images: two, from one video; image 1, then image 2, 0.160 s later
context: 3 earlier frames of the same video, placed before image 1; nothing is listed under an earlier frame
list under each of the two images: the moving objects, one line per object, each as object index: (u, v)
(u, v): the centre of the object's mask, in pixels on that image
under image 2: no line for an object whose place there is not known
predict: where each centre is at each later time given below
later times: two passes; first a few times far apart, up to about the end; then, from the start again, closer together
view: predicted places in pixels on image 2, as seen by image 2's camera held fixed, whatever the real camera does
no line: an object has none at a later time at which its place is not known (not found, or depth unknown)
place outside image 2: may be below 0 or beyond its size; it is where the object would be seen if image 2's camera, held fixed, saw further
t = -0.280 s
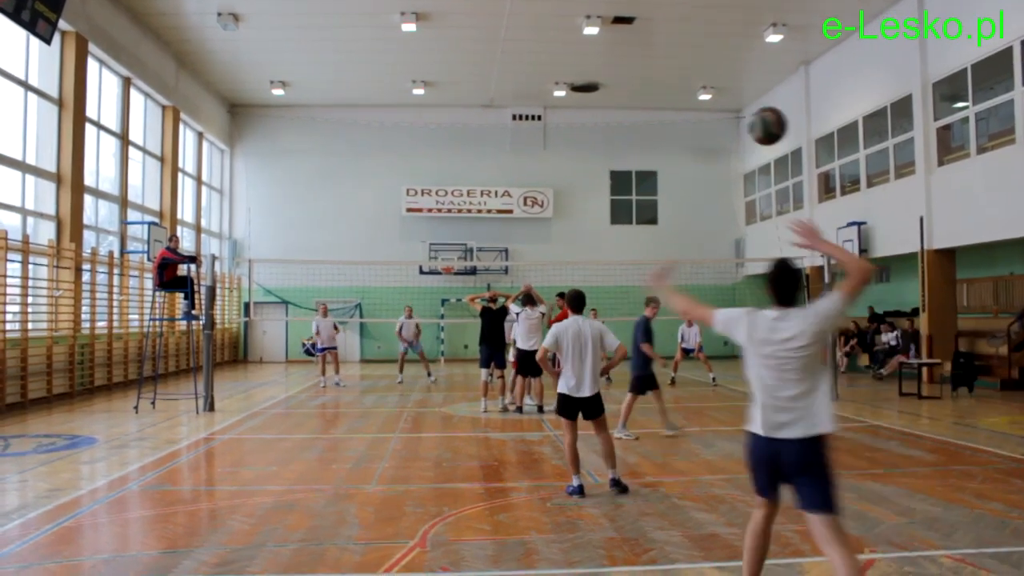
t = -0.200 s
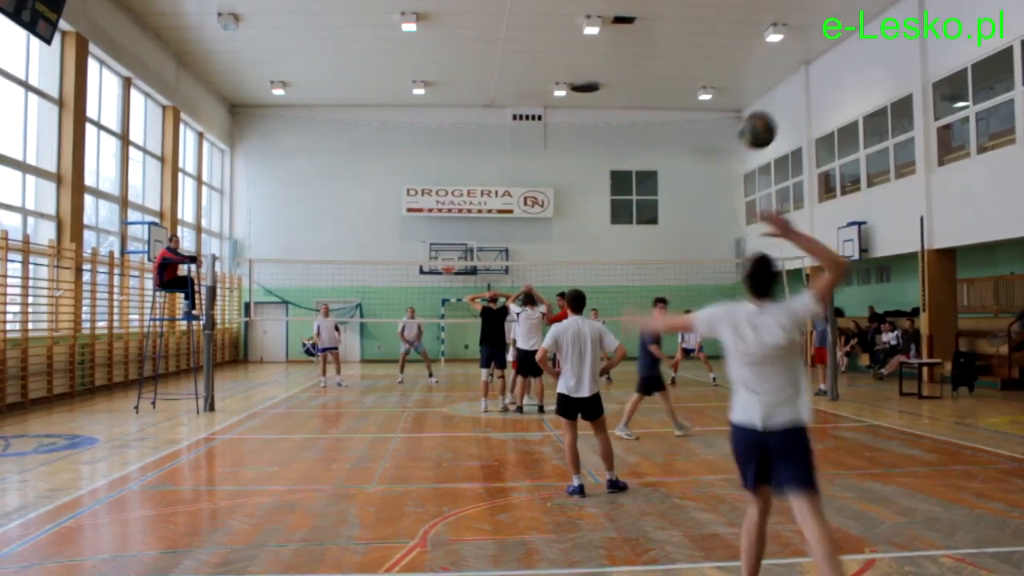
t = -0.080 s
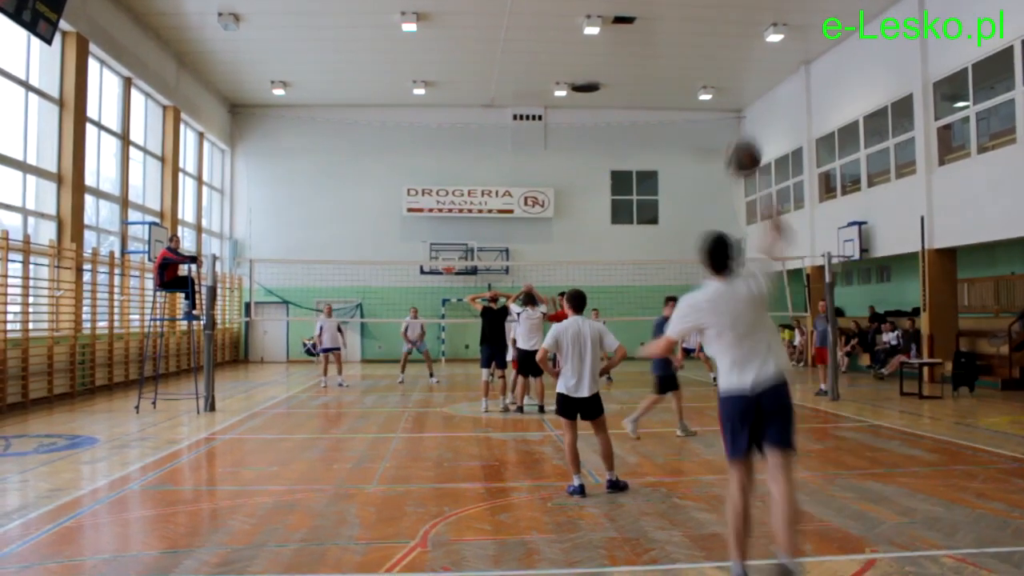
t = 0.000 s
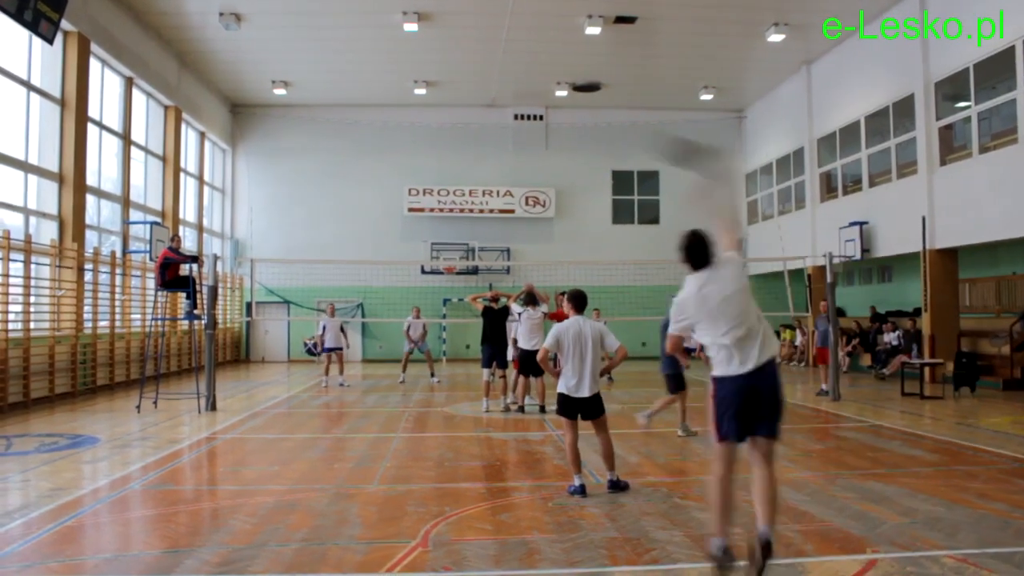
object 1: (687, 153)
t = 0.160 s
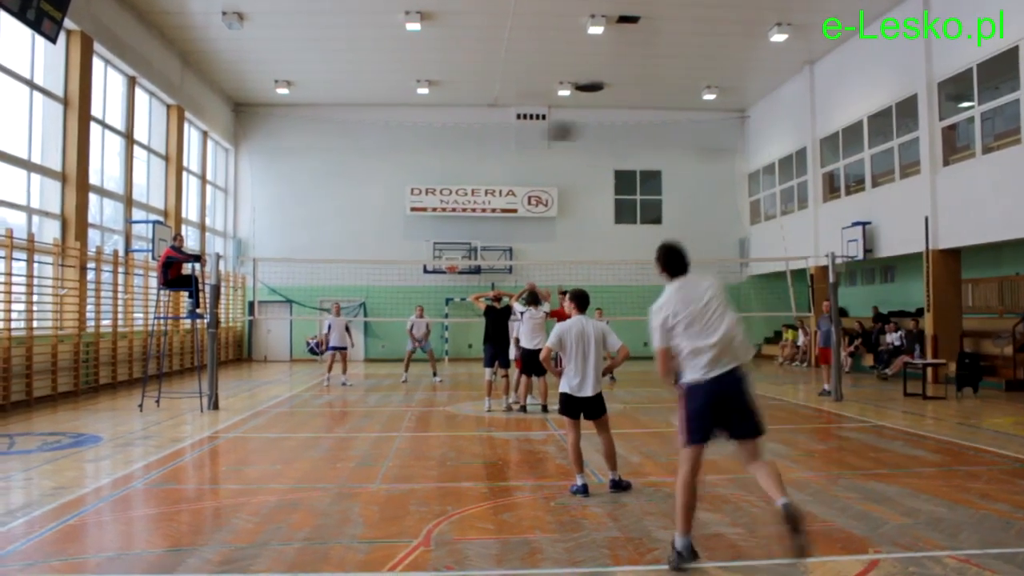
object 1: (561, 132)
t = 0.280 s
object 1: (509, 139)
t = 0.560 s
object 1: (444, 184)
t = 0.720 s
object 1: (419, 224)
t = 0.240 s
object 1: (524, 135)
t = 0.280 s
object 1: (509, 139)
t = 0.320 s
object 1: (497, 143)
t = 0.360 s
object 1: (486, 149)
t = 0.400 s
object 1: (476, 155)
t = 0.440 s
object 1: (466, 162)
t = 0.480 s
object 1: (458, 169)
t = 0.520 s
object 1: (450, 178)
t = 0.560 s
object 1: (444, 184)
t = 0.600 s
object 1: (435, 196)
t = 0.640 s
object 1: (429, 203)
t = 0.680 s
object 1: (423, 216)
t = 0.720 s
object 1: (419, 224)
